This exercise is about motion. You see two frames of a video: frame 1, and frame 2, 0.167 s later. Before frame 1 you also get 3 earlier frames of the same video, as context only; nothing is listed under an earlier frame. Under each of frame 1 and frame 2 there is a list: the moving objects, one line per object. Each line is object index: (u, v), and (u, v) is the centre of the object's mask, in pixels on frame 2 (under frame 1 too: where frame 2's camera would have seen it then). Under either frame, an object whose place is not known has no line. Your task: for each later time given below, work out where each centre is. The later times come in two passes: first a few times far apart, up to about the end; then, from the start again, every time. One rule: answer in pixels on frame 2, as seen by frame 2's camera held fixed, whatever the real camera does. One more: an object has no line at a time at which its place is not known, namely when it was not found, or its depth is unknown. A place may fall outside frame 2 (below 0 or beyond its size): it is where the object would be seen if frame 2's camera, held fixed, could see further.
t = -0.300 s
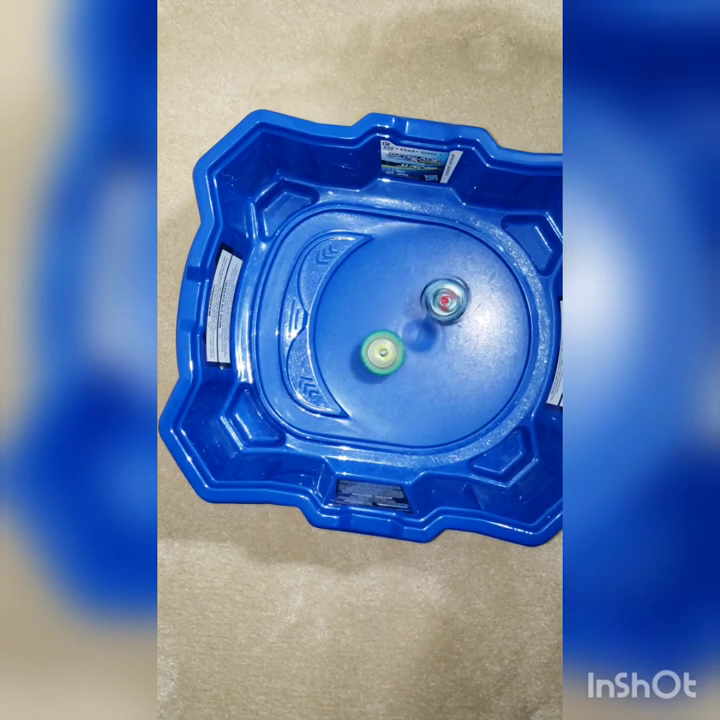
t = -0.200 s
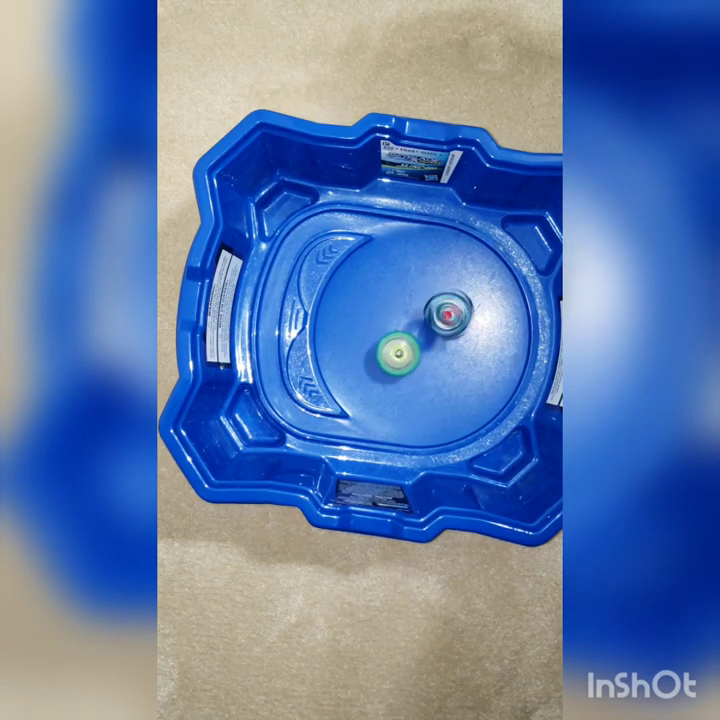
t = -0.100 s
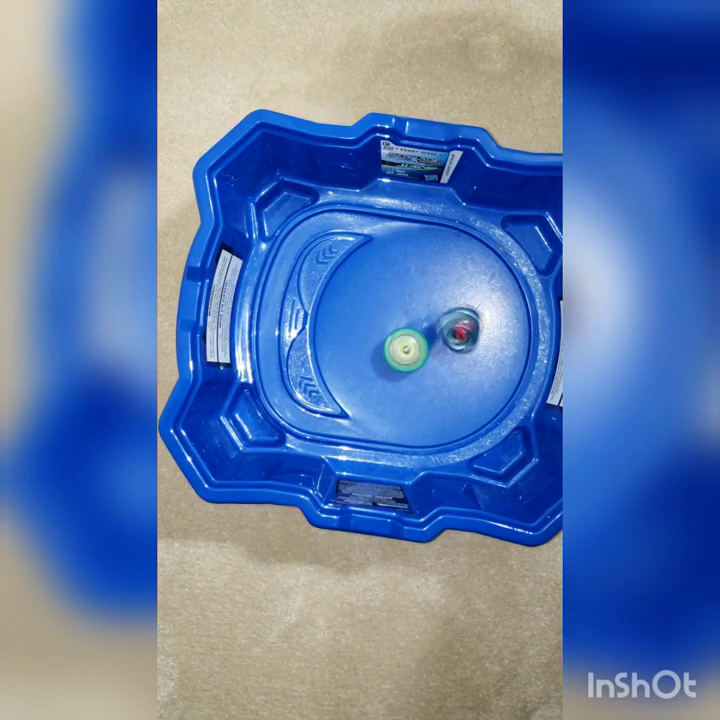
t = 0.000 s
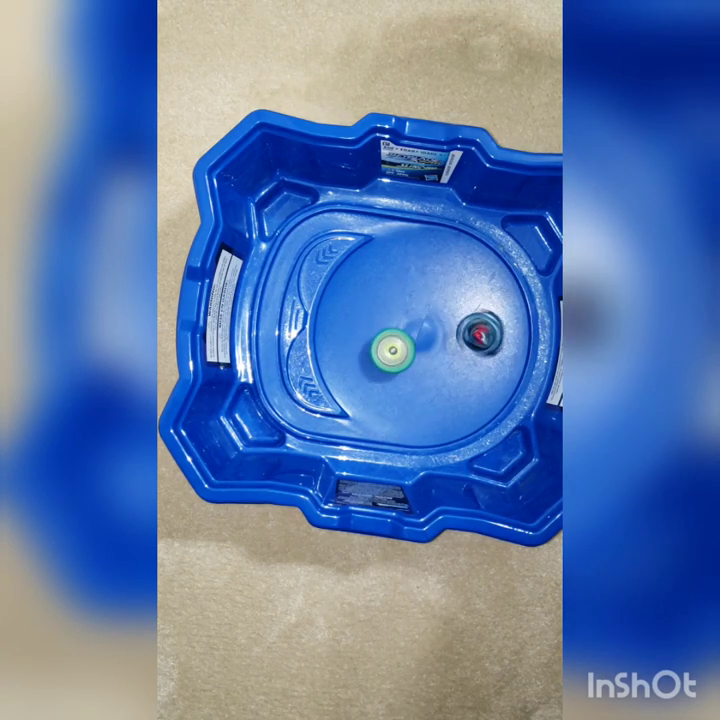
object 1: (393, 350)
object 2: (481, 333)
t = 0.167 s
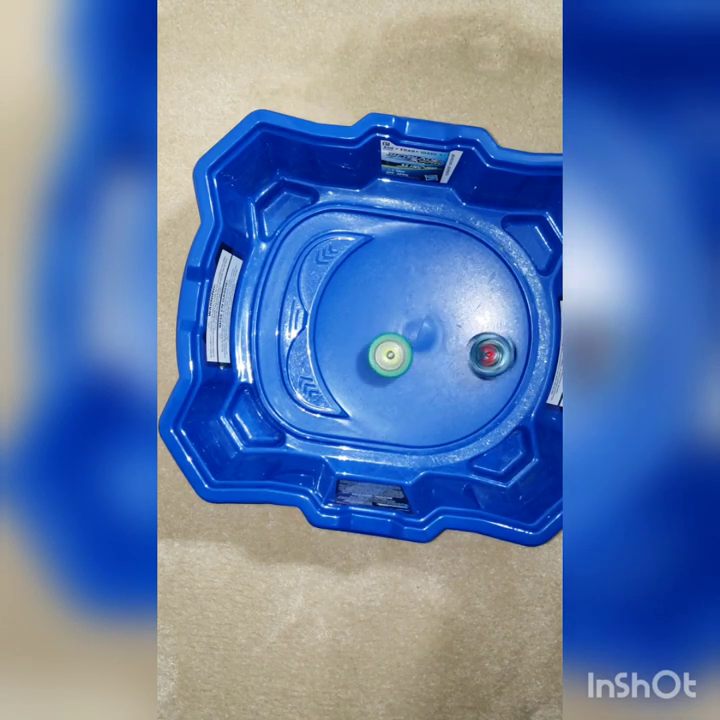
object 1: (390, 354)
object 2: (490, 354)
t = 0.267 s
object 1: (394, 355)
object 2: (484, 367)
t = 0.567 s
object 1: (400, 330)
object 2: (435, 367)
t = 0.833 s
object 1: (387, 304)
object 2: (440, 350)
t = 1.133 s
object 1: (396, 315)
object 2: (448, 322)
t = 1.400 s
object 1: (379, 315)
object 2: (465, 337)
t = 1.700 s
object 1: (405, 329)
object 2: (459, 340)
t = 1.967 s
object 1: (419, 315)
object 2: (460, 341)
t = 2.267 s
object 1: (412, 315)
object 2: (457, 341)
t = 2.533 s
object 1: (413, 312)
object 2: (456, 340)
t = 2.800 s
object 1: (410, 315)
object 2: (456, 340)
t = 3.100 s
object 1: (411, 317)
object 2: (456, 340)
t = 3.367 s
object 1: (419, 316)
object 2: (456, 341)
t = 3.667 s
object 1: (407, 313)
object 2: (454, 341)
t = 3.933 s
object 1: (415, 313)
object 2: (454, 341)
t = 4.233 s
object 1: (413, 316)
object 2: (454, 341)
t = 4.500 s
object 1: (422, 316)
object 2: (454, 341)
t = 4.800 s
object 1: (423, 316)
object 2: (454, 341)
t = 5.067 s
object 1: (415, 313)
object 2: (451, 341)
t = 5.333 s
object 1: (415, 313)
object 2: (452, 341)
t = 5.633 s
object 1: (409, 315)
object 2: (451, 341)
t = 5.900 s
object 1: (412, 316)
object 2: (451, 341)
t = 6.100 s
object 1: (416, 317)
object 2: (451, 341)
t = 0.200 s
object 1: (391, 355)
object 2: (490, 359)
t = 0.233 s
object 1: (393, 355)
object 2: (487, 364)
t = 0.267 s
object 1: (394, 355)
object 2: (484, 367)
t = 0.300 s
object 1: (397, 354)
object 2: (480, 370)
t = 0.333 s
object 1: (399, 353)
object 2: (474, 373)
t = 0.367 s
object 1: (401, 351)
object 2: (466, 376)
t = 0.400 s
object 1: (403, 348)
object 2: (461, 377)
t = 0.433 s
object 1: (405, 345)
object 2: (455, 377)
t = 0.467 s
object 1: (405, 343)
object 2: (450, 376)
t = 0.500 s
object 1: (403, 339)
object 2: (444, 374)
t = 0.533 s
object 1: (401, 335)
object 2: (439, 371)
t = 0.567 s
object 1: (400, 330)
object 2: (435, 367)
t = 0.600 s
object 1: (399, 325)
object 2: (433, 364)
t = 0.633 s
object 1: (397, 319)
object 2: (432, 364)
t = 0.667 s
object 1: (395, 314)
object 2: (432, 363)
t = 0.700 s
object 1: (393, 310)
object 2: (432, 362)
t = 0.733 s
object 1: (391, 308)
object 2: (431, 361)
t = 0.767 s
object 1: (390, 306)
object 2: (432, 358)
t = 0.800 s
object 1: (388, 305)
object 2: (435, 353)
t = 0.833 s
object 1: (387, 304)
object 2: (440, 350)
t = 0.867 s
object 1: (386, 304)
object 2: (444, 349)
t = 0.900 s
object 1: (386, 305)
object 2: (447, 347)
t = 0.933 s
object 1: (386, 306)
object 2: (451, 342)
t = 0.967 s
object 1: (387, 307)
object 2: (453, 339)
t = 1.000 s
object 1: (388, 309)
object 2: (454, 335)
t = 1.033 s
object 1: (390, 312)
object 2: (453, 330)
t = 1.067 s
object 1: (392, 314)
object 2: (451, 325)
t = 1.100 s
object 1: (396, 316)
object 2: (448, 322)
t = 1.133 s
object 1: (396, 315)
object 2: (448, 322)
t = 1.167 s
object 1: (390, 312)
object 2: (457, 330)
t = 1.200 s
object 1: (386, 310)
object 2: (462, 332)
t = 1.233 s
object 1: (384, 309)
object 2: (465, 333)
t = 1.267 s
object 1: (382, 309)
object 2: (467, 333)
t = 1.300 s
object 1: (380, 310)
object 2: (467, 333)
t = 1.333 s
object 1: (379, 311)
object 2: (467, 334)
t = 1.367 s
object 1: (379, 313)
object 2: (466, 336)
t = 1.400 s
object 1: (379, 315)
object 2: (465, 337)
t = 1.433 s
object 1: (380, 317)
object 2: (464, 338)
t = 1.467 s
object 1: (382, 319)
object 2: (462, 339)
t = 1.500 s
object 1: (385, 322)
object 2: (461, 339)
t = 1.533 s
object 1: (388, 324)
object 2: (461, 340)
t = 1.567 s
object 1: (392, 326)
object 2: (460, 340)
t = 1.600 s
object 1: (395, 327)
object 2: (459, 340)
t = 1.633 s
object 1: (399, 329)
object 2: (459, 340)
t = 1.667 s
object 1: (403, 330)
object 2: (459, 340)
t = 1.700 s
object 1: (405, 329)
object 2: (459, 340)
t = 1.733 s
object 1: (407, 326)
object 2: (459, 340)
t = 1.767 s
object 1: (409, 323)
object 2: (459, 340)
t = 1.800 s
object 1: (410, 320)
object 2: (459, 340)
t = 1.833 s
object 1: (414, 316)
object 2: (459, 340)
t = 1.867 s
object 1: (418, 314)
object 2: (459, 340)
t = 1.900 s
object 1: (420, 313)
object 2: (459, 340)
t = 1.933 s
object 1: (420, 315)
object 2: (459, 340)
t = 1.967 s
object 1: (419, 315)
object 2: (460, 341)
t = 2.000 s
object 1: (419, 316)
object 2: (460, 340)
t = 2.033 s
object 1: (419, 317)
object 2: (460, 341)
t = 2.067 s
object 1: (419, 316)
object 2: (460, 341)
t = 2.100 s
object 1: (420, 316)
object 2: (459, 341)
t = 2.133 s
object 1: (419, 315)
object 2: (459, 341)
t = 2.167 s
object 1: (417, 315)
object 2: (458, 340)
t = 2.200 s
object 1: (416, 315)
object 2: (457, 340)
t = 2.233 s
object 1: (414, 315)
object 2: (457, 341)
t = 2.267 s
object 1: (412, 315)
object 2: (457, 341)
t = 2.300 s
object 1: (410, 316)
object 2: (457, 340)
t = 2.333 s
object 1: (409, 316)
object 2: (457, 340)
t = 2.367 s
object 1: (410, 314)
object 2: (457, 340)
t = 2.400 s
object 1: (410, 313)
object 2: (457, 340)
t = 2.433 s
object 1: (409, 315)
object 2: (457, 340)
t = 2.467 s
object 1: (409, 315)
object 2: (456, 340)
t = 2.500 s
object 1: (411, 314)
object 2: (456, 340)
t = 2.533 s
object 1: (413, 312)
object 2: (456, 340)
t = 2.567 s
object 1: (414, 313)
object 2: (456, 340)
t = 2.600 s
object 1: (413, 313)
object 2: (456, 340)
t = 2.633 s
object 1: (411, 314)
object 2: (456, 340)
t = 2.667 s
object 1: (409, 315)
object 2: (456, 340)
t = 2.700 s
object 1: (409, 316)
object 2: (456, 340)
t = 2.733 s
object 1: (410, 314)
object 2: (456, 340)
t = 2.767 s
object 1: (410, 314)
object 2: (456, 340)
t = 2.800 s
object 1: (410, 315)
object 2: (456, 340)
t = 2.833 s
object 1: (410, 316)
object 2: (456, 340)
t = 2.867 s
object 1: (410, 316)
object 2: (456, 340)
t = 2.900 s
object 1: (410, 316)
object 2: (456, 340)
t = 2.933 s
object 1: (411, 315)
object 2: (456, 340)
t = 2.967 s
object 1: (412, 315)
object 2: (456, 340)
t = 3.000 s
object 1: (411, 317)
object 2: (456, 340)
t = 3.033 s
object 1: (411, 317)
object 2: (456, 340)
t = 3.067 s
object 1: (411, 317)
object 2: (456, 340)
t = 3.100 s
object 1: (411, 317)
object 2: (456, 340)
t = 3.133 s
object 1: (412, 316)
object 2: (456, 340)
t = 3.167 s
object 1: (413, 317)
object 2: (456, 340)
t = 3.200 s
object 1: (413, 317)
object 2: (456, 340)
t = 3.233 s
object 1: (414, 317)
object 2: (456, 340)
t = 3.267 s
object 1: (416, 317)
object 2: (456, 340)
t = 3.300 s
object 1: (416, 317)
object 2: (456, 340)
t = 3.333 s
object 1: (418, 317)
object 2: (456, 340)
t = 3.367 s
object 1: (419, 316)
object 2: (456, 341)
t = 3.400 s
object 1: (420, 314)
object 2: (455, 341)
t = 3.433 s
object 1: (419, 313)
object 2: (455, 341)
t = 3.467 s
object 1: (418, 312)
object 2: (454, 341)
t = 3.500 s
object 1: (416, 311)
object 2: (454, 341)
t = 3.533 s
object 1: (414, 311)
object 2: (454, 341)
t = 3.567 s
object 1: (412, 310)
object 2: (454, 341)
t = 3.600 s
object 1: (411, 311)
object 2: (454, 341)
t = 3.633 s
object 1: (409, 312)
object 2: (454, 341)
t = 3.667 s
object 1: (407, 313)
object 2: (454, 341)
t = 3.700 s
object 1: (407, 315)
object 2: (454, 341)
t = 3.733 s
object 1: (407, 315)
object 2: (454, 341)
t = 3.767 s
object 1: (407, 316)
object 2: (454, 341)
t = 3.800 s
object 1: (408, 316)
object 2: (454, 341)
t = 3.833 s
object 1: (409, 316)
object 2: (454, 341)
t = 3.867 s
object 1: (410, 316)
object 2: (454, 341)
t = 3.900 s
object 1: (413, 314)
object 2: (454, 341)
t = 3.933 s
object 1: (415, 313)
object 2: (454, 341)
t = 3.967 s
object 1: (416, 314)
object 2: (454, 341)
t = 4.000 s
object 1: (415, 314)
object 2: (454, 341)
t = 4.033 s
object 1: (414, 314)
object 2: (454, 341)
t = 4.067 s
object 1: (414, 314)
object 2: (454, 341)
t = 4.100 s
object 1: (412, 315)
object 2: (454, 341)
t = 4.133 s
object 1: (412, 316)
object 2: (454, 341)
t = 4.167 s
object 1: (412, 317)
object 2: (454, 341)
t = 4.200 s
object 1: (412, 317)
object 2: (454, 341)
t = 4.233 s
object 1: (413, 316)
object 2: (454, 341)
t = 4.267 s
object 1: (415, 316)
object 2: (454, 341)
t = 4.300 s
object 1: (415, 317)
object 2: (454, 341)
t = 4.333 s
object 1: (416, 317)
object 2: (454, 341)
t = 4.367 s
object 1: (417, 316)
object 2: (454, 341)
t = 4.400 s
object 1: (418, 316)
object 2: (454, 341)
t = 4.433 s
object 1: (420, 316)
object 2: (454, 341)
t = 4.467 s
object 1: (421, 316)
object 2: (454, 341)
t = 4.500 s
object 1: (422, 316)
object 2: (454, 341)
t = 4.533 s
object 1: (422, 316)
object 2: (454, 341)
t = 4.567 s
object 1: (422, 316)
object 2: (454, 341)
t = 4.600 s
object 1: (421, 315)
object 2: (454, 341)
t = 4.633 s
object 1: (421, 316)
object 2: (454, 341)
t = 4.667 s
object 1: (421, 316)
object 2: (454, 341)
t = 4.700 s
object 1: (421, 316)
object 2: (454, 341)
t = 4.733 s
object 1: (421, 316)
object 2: (454, 341)
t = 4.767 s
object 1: (422, 316)
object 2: (454, 341)
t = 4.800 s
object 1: (423, 316)
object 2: (454, 341)
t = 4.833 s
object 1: (424, 316)
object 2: (453, 342)
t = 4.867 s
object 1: (423, 315)
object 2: (453, 342)
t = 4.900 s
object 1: (422, 314)
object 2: (452, 341)
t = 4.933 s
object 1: (421, 312)
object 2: (452, 341)
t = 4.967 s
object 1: (419, 312)
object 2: (451, 341)
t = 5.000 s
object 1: (418, 312)
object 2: (451, 341)
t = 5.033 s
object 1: (416, 313)
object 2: (451, 341)
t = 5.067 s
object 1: (415, 313)
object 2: (451, 341)
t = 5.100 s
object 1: (413, 315)
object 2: (451, 341)
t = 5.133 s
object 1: (412, 316)
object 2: (451, 341)
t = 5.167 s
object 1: (411, 318)
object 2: (452, 341)
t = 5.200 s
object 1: (413, 315)
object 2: (452, 341)
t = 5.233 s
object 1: (416, 312)
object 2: (452, 341)
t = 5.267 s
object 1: (417, 312)
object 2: (452, 341)
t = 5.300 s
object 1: (417, 312)
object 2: (452, 341)
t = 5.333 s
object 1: (415, 313)
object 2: (452, 341)
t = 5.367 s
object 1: (413, 313)
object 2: (452, 341)
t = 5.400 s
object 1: (411, 314)
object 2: (452, 341)
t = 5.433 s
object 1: (409, 315)
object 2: (451, 341)
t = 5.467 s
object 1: (408, 314)
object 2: (451, 341)
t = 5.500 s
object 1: (410, 314)
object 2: (451, 341)
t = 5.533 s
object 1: (410, 314)
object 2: (451, 341)
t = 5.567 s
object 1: (411, 314)
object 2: (451, 341)
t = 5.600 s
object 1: (409, 315)
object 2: (451, 341)
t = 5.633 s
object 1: (409, 315)
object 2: (451, 341)
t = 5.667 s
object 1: (410, 314)
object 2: (451, 341)
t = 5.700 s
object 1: (411, 315)
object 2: (451, 341)
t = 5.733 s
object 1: (411, 315)
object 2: (451, 341)
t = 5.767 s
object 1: (411, 316)
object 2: (451, 341)
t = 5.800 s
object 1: (410, 316)
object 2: (451, 341)
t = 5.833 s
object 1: (410, 316)
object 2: (451, 341)
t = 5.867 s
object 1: (410, 316)
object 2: (451, 341)
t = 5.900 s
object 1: (412, 316)
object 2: (451, 341)
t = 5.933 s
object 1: (412, 316)
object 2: (451, 341)
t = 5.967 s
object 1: (413, 318)
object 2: (451, 341)
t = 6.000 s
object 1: (412, 317)
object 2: (451, 341)
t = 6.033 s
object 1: (414, 317)
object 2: (451, 341)
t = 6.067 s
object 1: (415, 317)
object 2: (451, 341)
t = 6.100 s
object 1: (416, 317)
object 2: (451, 341)
